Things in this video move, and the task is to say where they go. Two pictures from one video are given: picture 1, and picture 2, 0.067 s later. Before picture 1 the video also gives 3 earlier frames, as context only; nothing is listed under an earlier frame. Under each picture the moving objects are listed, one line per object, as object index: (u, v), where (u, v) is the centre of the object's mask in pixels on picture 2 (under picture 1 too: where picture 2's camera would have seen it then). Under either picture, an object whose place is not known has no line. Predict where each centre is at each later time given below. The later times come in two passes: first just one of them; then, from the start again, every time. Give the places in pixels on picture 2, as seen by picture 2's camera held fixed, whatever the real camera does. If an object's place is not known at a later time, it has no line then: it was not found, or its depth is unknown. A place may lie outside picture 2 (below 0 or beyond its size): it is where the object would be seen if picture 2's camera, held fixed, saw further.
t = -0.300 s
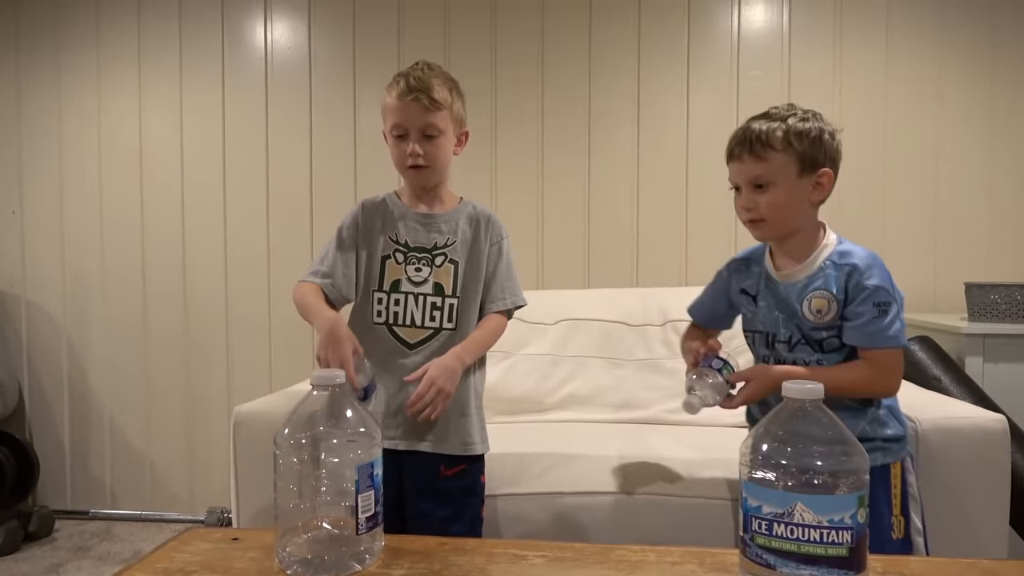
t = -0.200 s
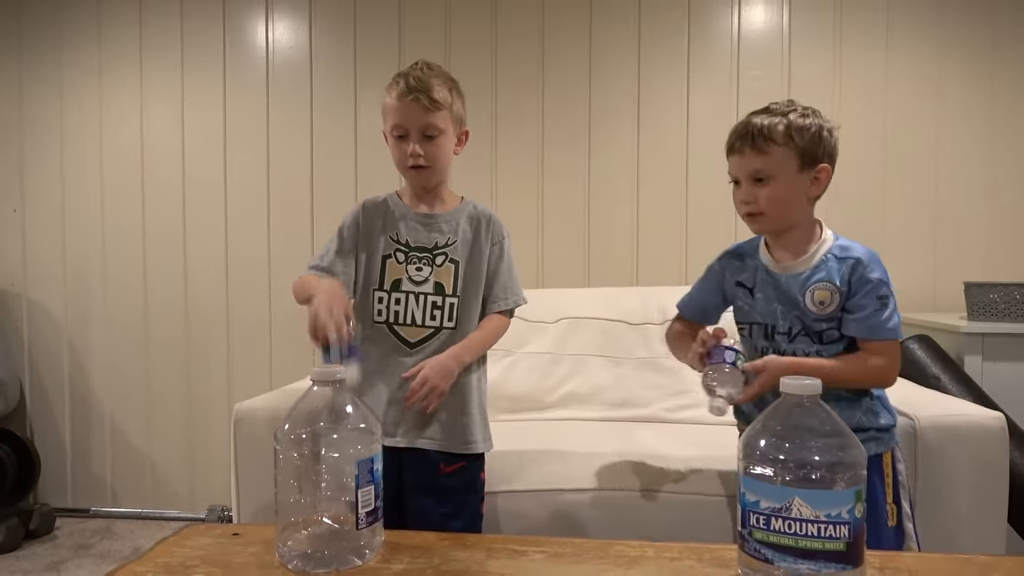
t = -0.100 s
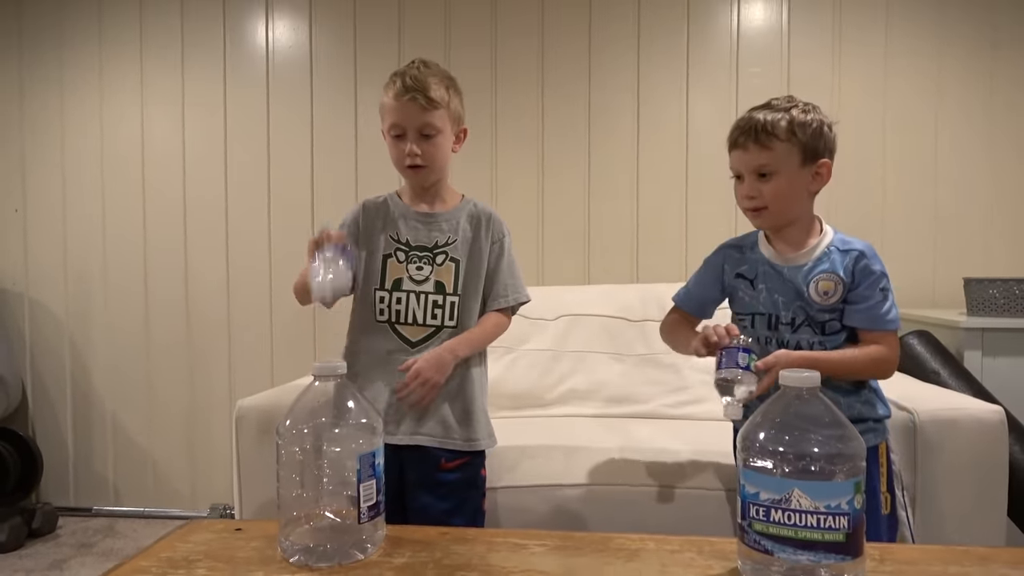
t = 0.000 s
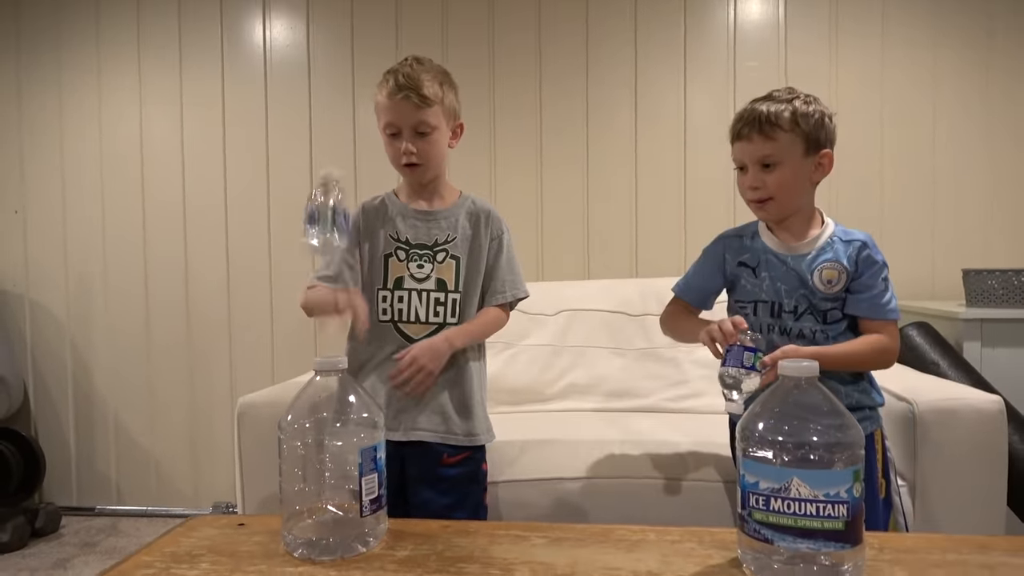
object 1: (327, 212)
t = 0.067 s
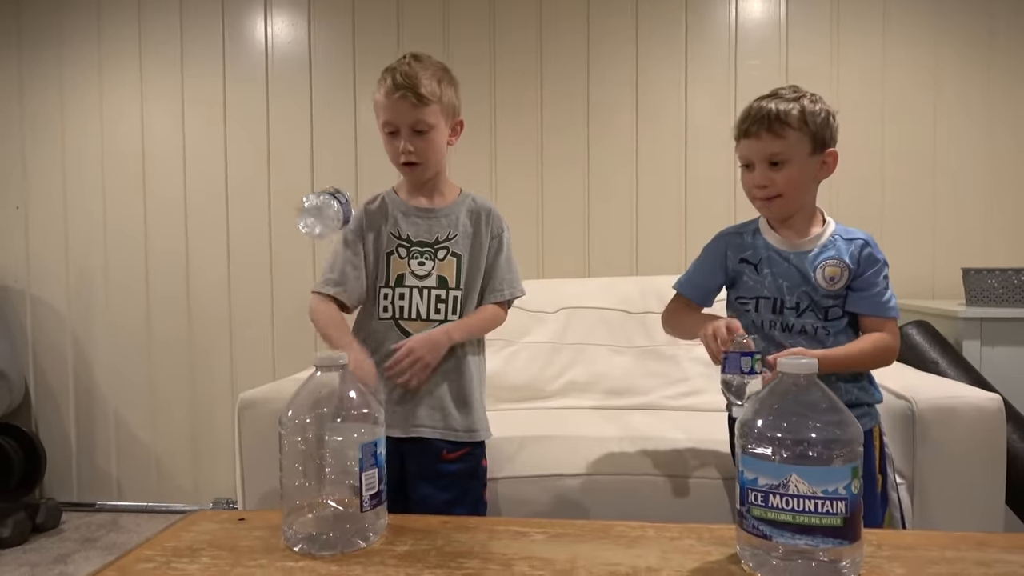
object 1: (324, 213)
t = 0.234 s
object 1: (332, 334)
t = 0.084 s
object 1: (324, 216)
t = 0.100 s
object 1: (323, 221)
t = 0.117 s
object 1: (324, 228)
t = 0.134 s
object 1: (325, 239)
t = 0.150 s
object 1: (324, 250)
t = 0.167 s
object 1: (327, 269)
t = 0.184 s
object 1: (329, 288)
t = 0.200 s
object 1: (331, 302)
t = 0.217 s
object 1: (332, 317)
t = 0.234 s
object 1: (332, 334)
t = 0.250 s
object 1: (332, 336)
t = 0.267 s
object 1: (333, 339)
